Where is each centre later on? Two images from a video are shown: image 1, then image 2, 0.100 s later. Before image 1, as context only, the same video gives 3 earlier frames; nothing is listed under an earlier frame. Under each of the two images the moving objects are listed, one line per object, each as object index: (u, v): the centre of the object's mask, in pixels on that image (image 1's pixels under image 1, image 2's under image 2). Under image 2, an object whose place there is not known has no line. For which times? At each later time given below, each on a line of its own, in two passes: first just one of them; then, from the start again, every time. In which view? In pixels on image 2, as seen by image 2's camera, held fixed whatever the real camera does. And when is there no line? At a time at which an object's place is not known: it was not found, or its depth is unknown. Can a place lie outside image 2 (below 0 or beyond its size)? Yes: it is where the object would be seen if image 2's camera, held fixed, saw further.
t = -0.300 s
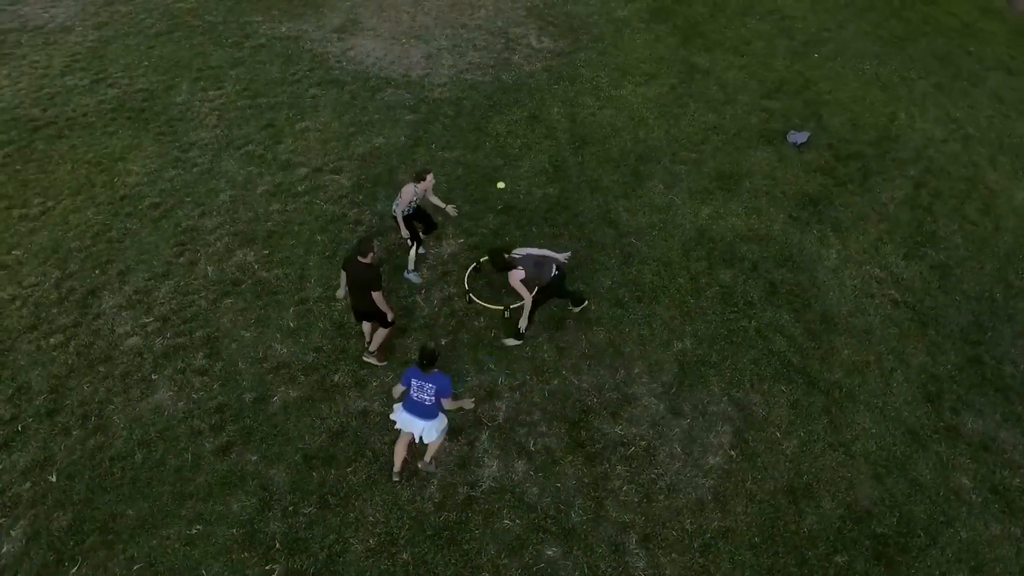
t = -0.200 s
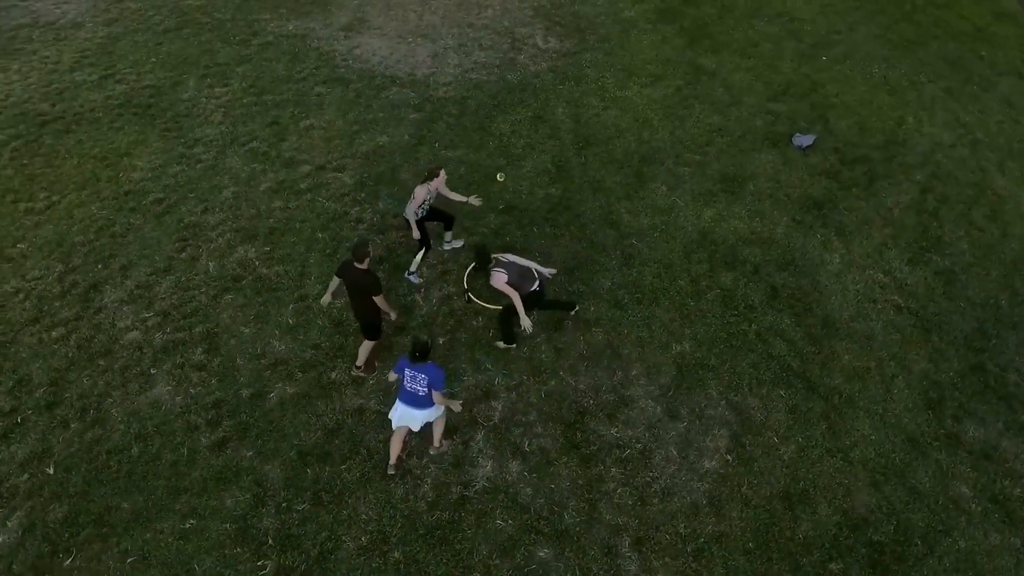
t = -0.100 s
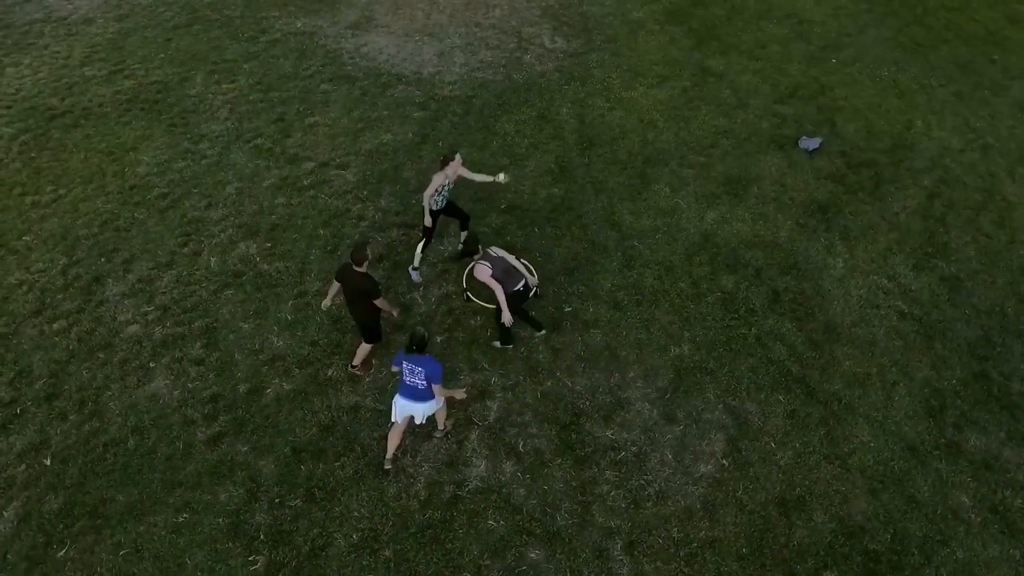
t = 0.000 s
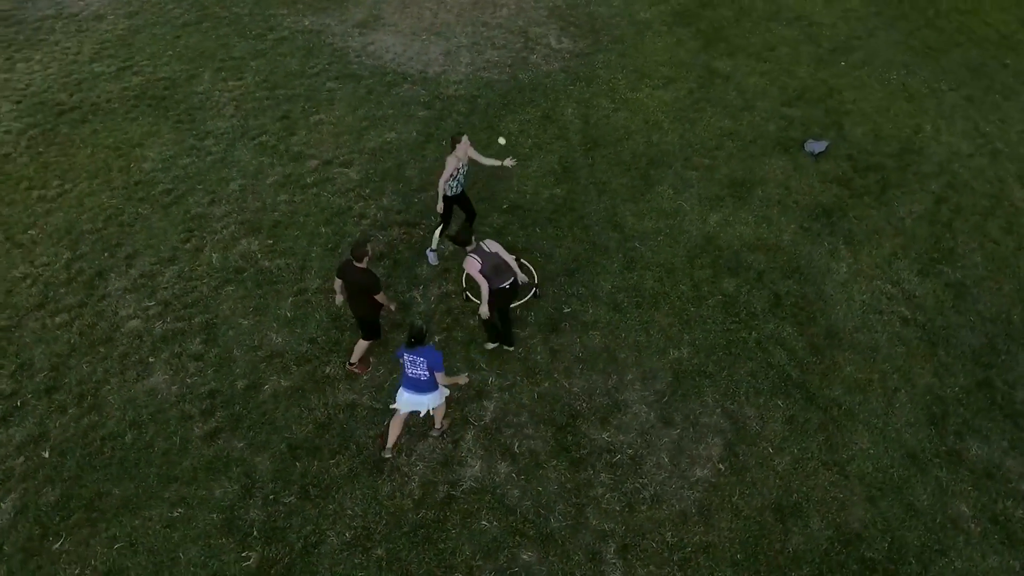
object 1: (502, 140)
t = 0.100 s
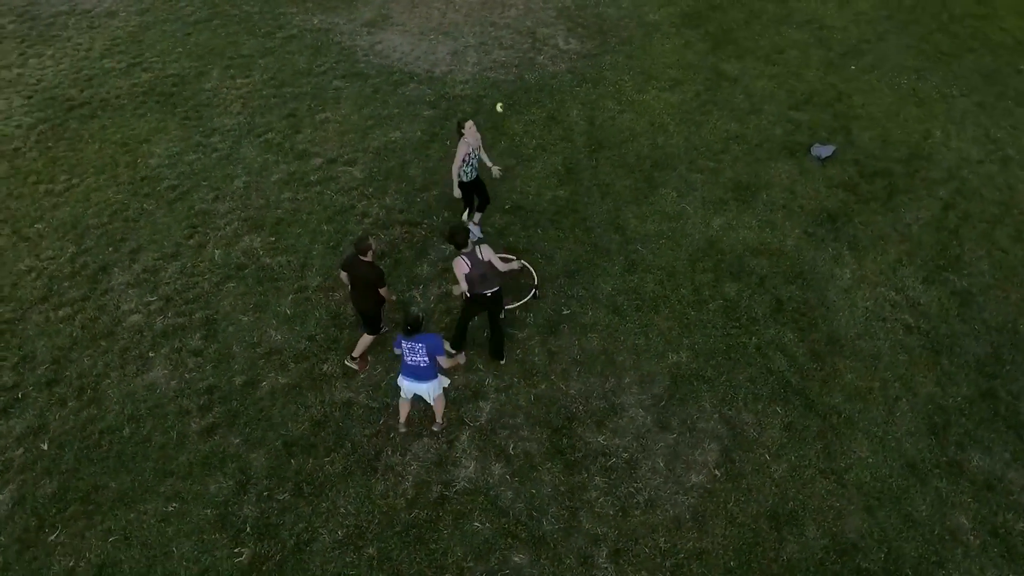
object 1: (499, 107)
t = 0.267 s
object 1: (487, 77)
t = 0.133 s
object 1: (498, 101)
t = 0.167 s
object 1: (496, 91)
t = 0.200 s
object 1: (493, 87)
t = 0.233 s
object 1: (490, 80)
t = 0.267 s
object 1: (487, 77)
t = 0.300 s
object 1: (485, 75)
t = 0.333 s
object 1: (483, 74)
